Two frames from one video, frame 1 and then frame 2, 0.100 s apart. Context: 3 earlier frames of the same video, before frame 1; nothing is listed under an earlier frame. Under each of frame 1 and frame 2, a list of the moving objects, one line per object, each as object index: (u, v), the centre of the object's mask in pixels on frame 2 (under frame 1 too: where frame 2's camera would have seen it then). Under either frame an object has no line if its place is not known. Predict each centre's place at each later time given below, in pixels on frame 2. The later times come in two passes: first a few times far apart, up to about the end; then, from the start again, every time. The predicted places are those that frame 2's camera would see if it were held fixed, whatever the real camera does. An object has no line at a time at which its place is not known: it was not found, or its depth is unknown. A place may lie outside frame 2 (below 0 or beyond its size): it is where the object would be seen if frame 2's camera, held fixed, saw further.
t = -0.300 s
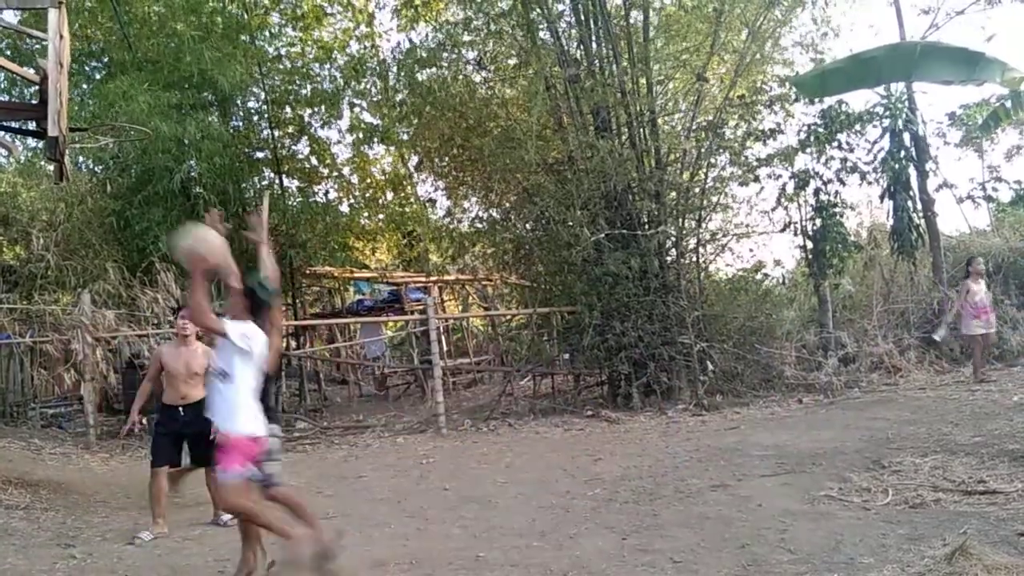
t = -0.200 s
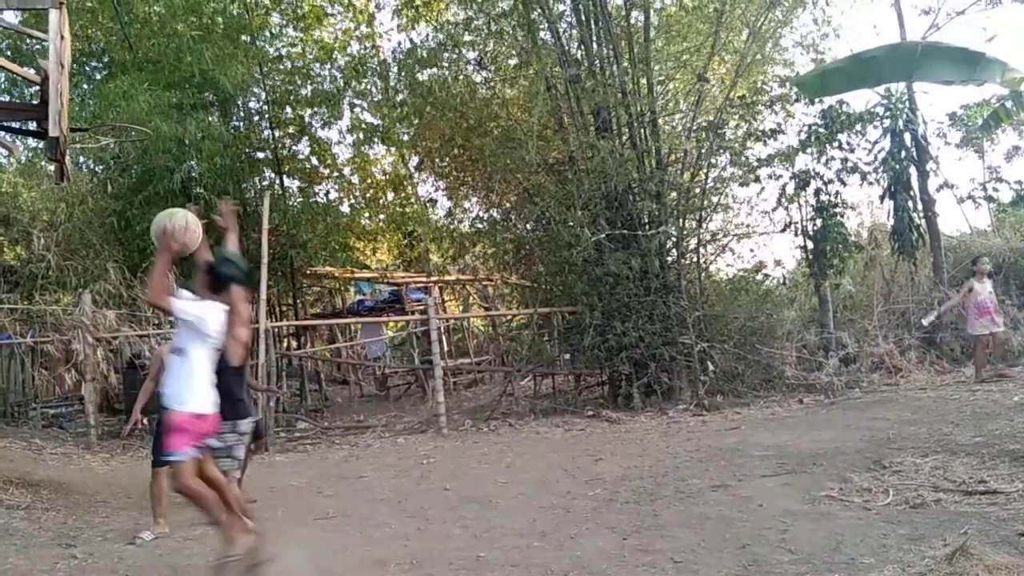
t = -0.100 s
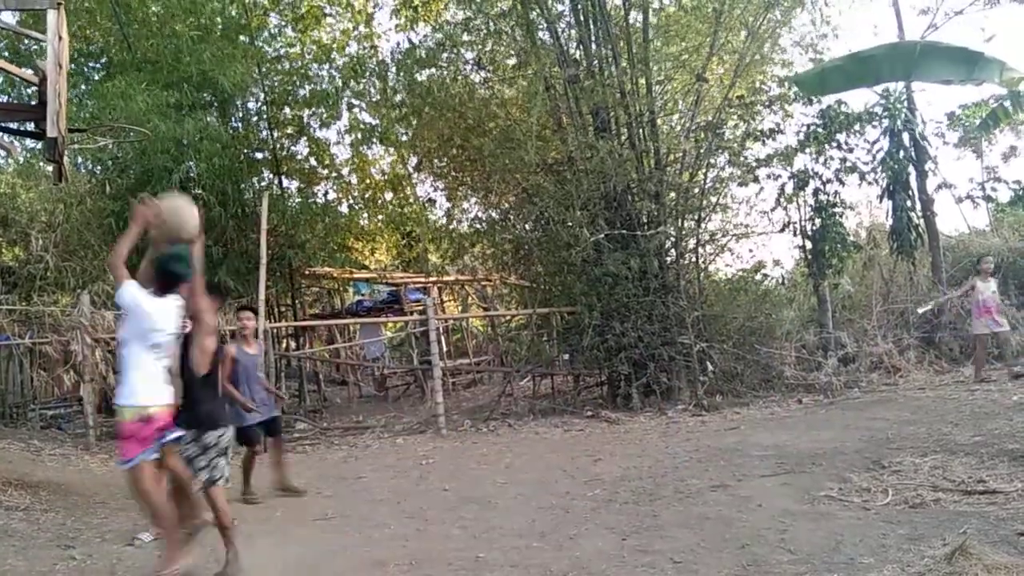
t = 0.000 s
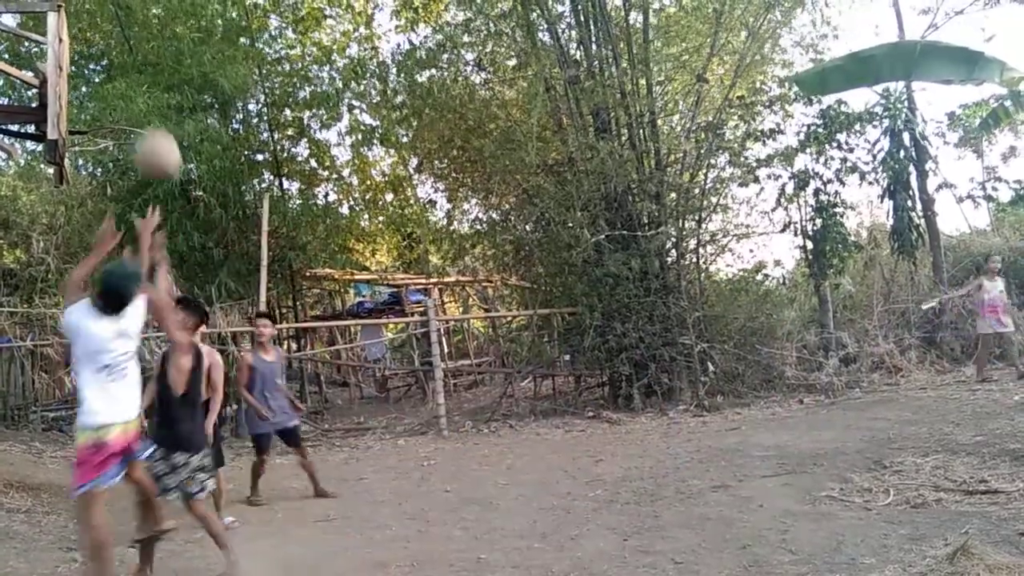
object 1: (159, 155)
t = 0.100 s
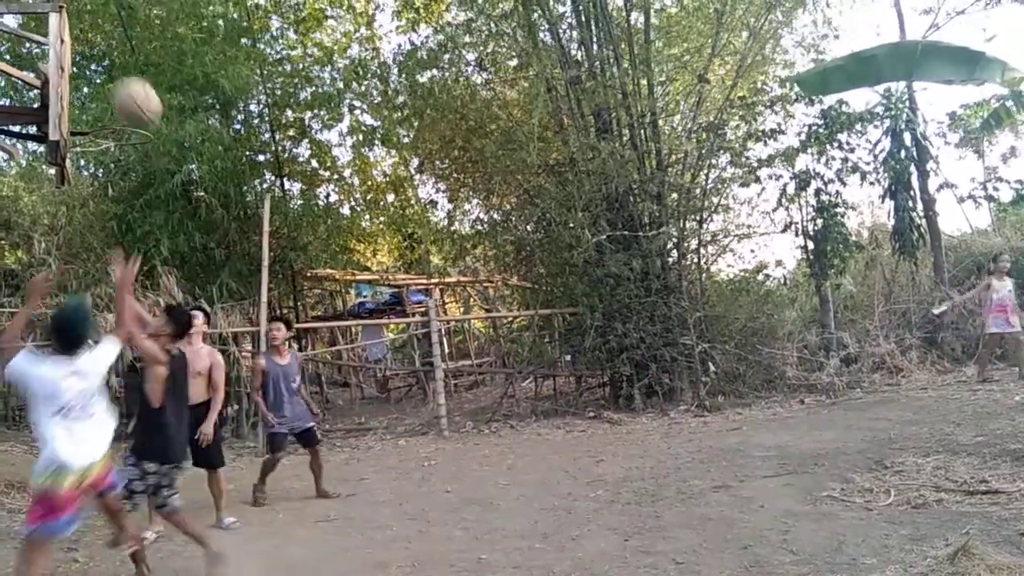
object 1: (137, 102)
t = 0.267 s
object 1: (106, 57)
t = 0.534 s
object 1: (100, 81)
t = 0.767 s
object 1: (146, 191)
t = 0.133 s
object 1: (130, 90)
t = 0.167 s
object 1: (124, 79)
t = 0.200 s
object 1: (118, 69)
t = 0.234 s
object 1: (112, 62)
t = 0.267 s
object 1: (106, 57)
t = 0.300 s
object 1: (102, 54)
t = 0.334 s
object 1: (97, 52)
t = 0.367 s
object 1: (93, 52)
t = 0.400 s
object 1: (90, 54)
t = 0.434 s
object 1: (86, 57)
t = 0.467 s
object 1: (89, 64)
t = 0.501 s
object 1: (93, 70)
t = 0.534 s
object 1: (100, 81)
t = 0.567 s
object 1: (107, 93)
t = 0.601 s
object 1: (113, 104)
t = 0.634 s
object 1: (120, 119)
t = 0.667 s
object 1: (126, 134)
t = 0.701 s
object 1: (133, 153)
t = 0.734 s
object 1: (139, 172)
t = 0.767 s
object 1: (146, 191)
